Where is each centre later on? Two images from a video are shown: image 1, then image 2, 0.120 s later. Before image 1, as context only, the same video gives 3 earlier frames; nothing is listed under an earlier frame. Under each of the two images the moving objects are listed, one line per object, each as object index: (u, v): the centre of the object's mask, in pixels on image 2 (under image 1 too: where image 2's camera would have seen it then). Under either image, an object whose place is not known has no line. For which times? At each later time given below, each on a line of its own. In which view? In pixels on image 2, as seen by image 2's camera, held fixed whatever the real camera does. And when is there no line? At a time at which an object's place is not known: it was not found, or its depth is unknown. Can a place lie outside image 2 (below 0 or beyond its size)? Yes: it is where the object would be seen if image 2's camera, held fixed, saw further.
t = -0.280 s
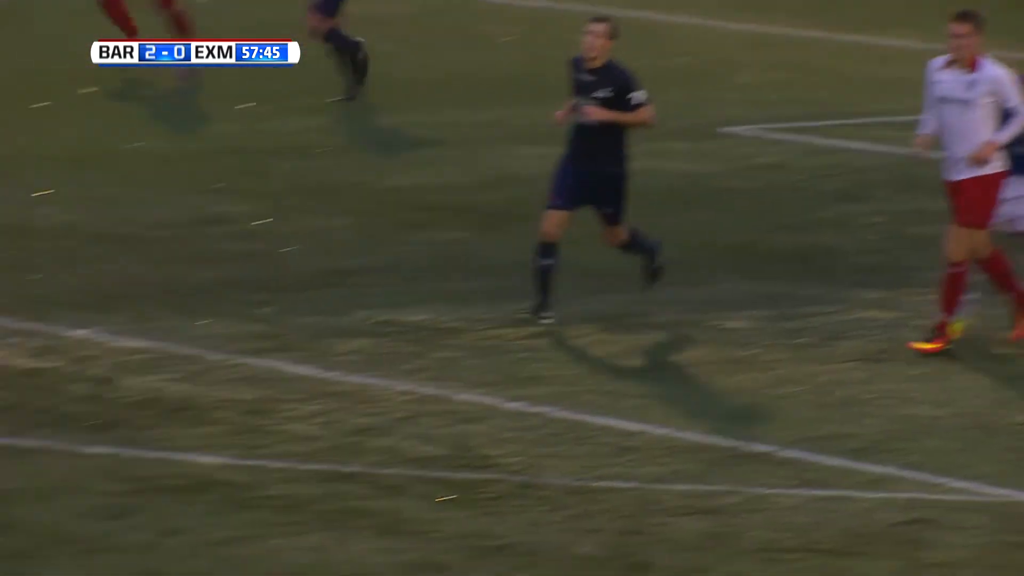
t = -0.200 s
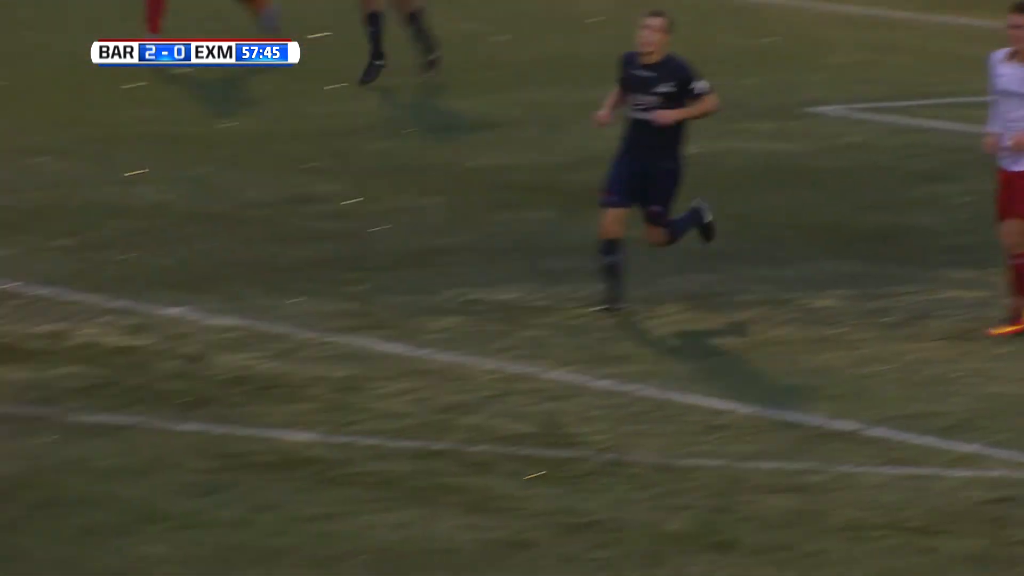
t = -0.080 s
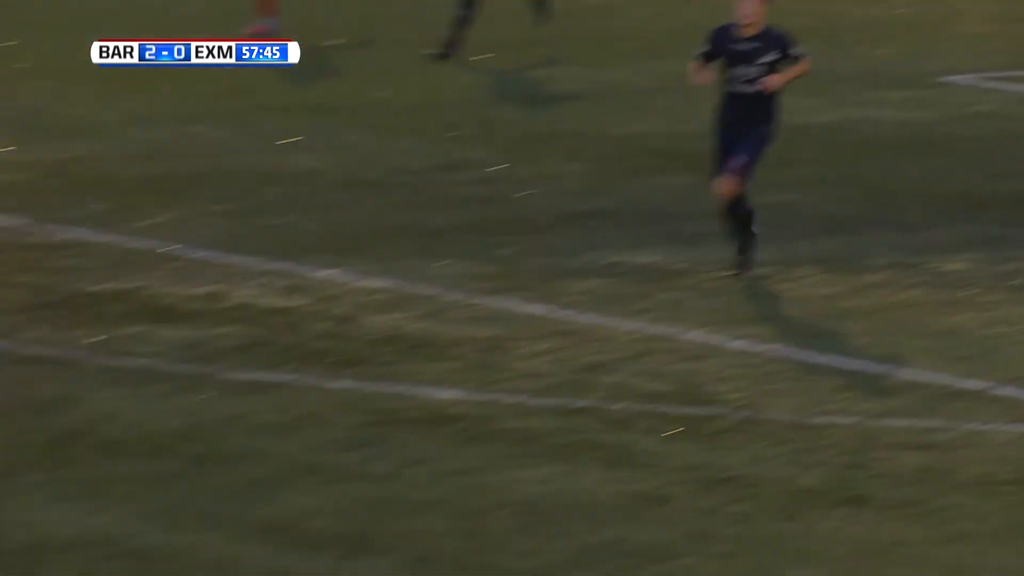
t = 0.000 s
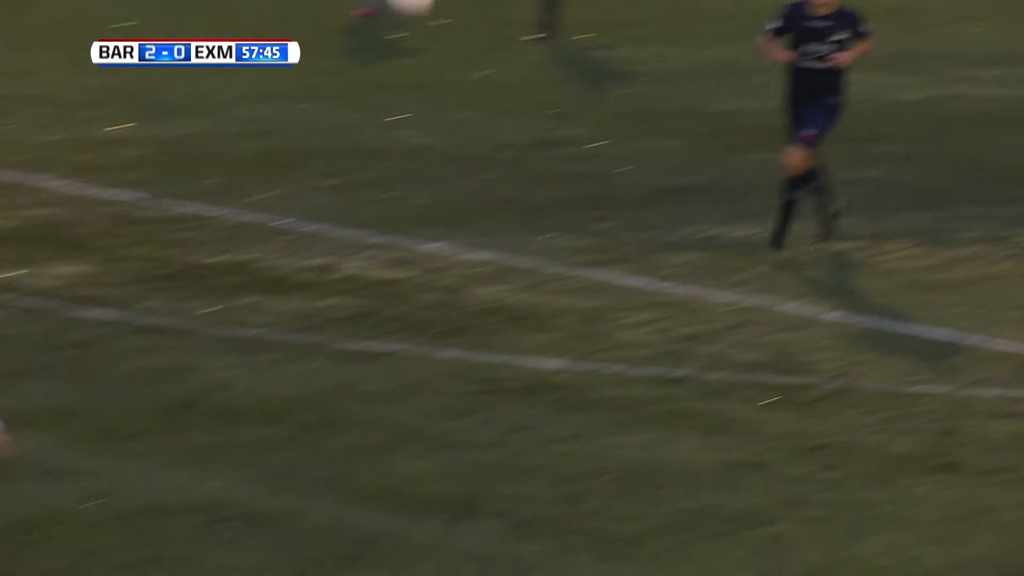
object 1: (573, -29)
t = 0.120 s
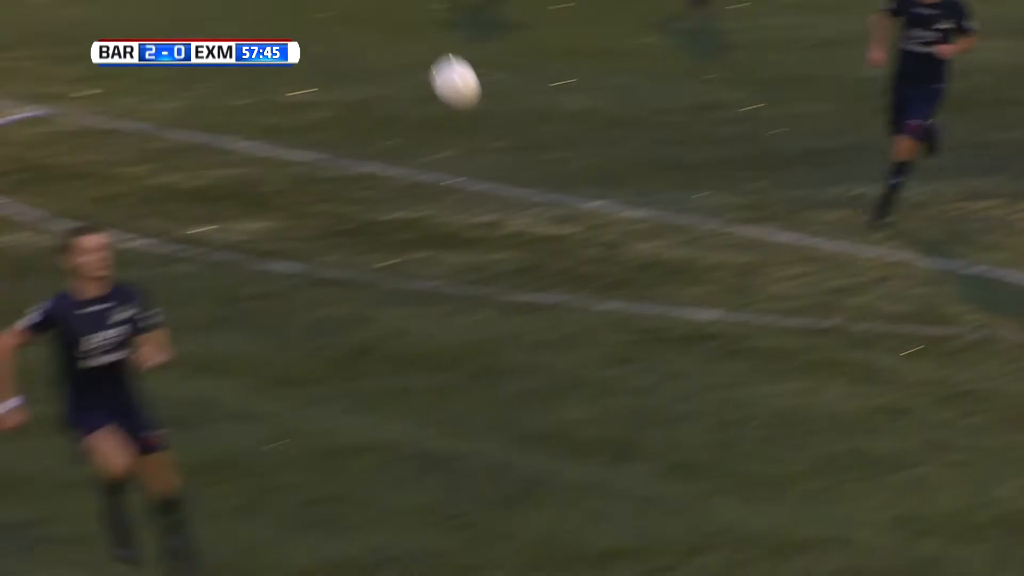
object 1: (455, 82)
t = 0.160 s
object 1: (416, 129)
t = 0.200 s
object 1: (378, 179)
